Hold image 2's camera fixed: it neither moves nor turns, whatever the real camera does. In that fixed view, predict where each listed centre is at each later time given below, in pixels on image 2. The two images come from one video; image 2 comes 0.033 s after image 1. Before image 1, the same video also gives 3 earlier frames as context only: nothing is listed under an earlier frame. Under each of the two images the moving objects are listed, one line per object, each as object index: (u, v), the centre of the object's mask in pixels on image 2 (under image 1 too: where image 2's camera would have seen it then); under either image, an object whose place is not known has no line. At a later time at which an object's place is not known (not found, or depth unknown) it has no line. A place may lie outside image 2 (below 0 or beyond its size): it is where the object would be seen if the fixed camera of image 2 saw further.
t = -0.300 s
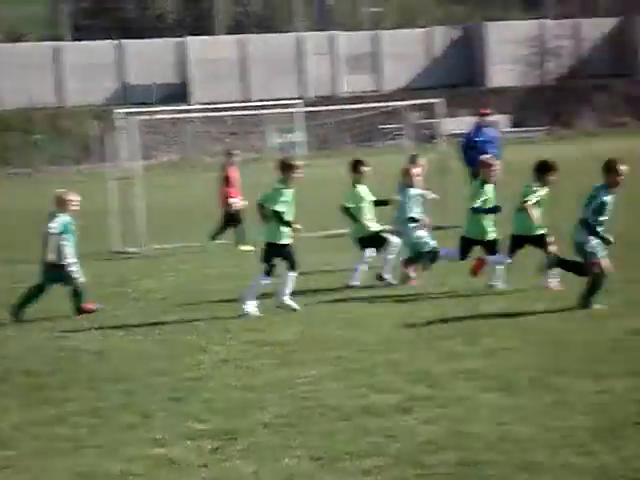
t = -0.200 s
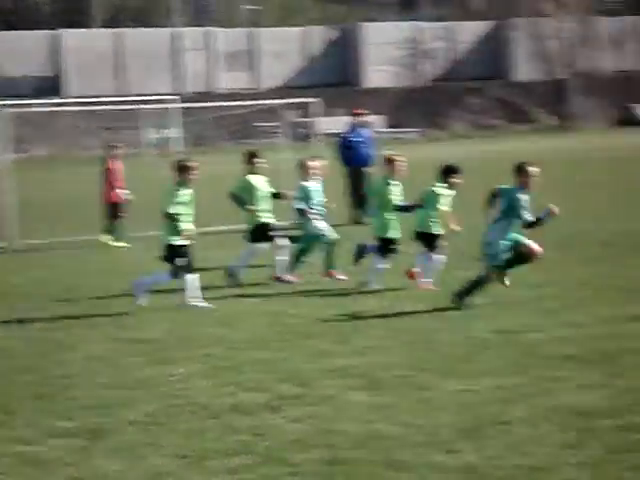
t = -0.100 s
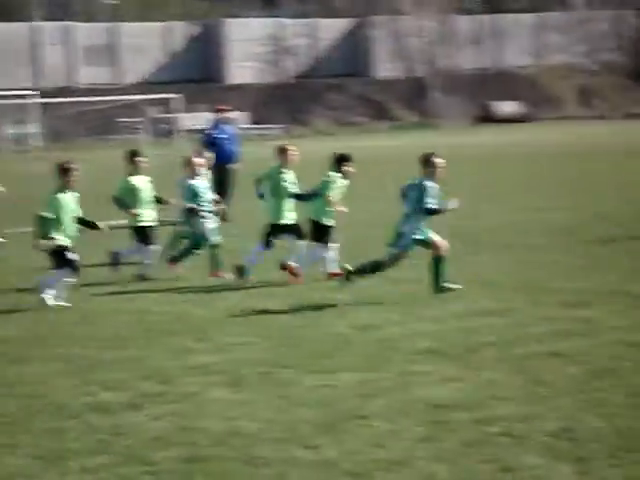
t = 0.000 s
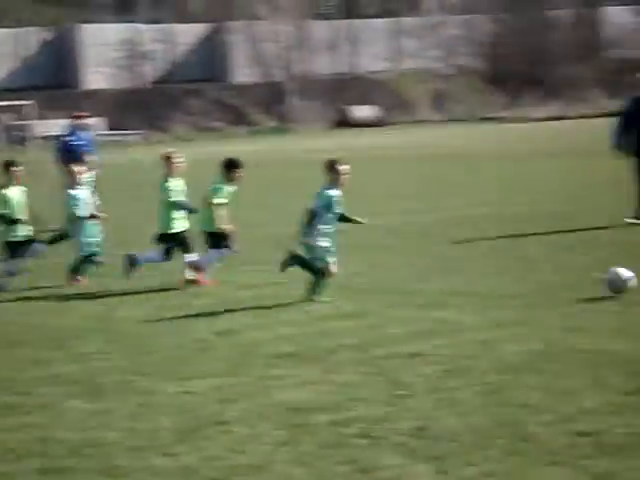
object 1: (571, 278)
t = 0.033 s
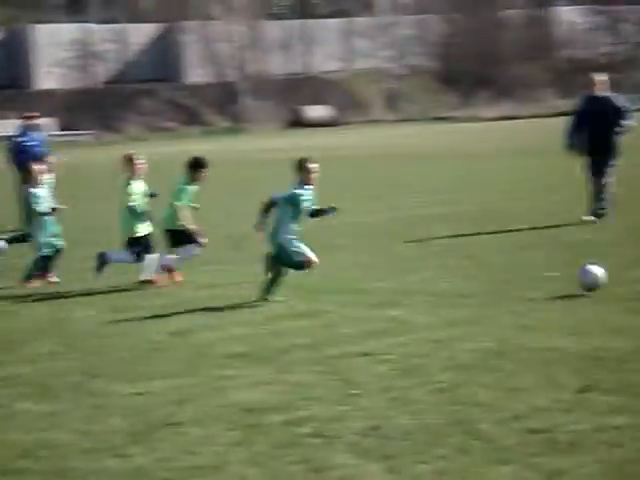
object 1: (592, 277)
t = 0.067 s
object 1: (614, 279)
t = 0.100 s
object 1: (636, 280)
